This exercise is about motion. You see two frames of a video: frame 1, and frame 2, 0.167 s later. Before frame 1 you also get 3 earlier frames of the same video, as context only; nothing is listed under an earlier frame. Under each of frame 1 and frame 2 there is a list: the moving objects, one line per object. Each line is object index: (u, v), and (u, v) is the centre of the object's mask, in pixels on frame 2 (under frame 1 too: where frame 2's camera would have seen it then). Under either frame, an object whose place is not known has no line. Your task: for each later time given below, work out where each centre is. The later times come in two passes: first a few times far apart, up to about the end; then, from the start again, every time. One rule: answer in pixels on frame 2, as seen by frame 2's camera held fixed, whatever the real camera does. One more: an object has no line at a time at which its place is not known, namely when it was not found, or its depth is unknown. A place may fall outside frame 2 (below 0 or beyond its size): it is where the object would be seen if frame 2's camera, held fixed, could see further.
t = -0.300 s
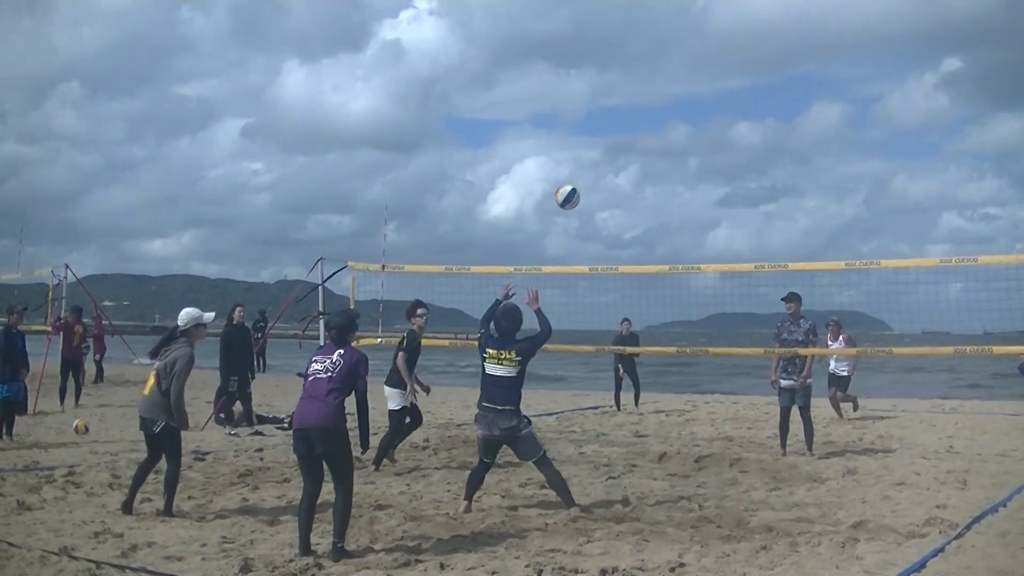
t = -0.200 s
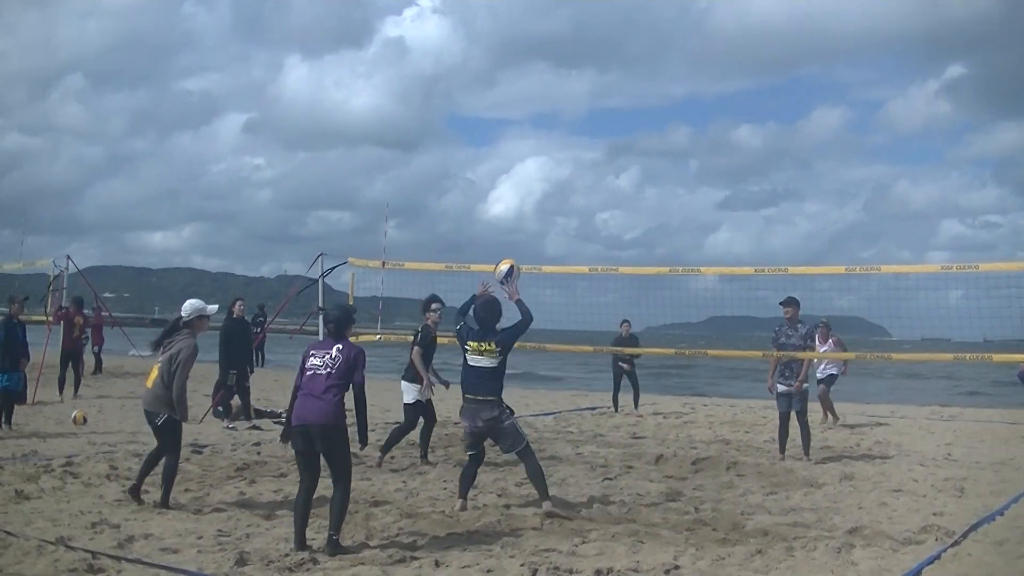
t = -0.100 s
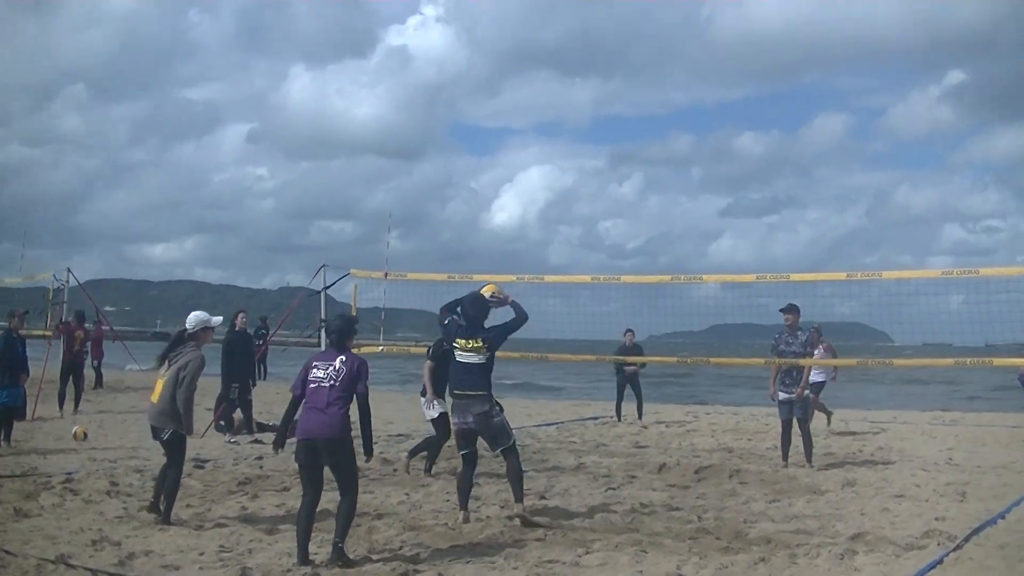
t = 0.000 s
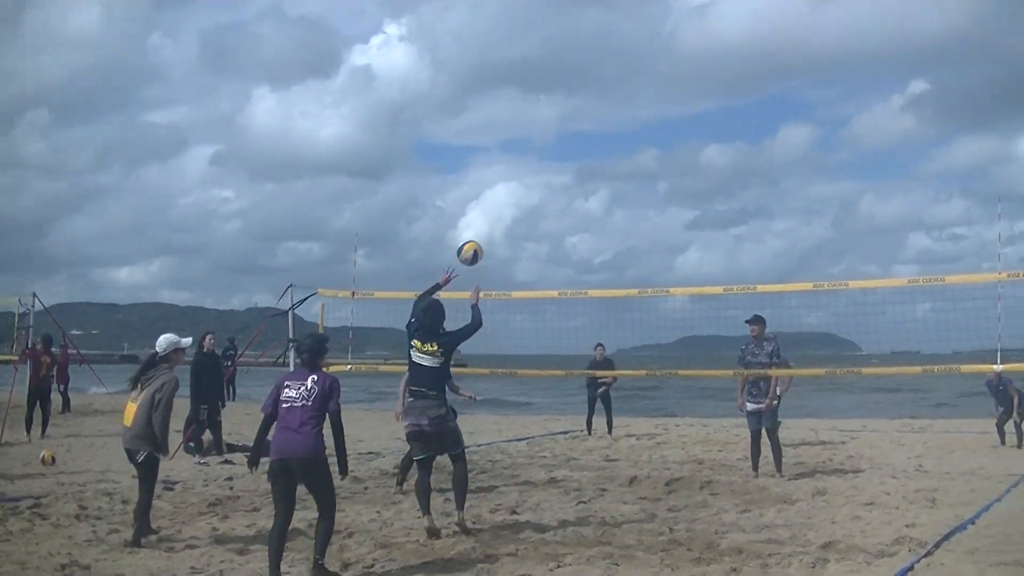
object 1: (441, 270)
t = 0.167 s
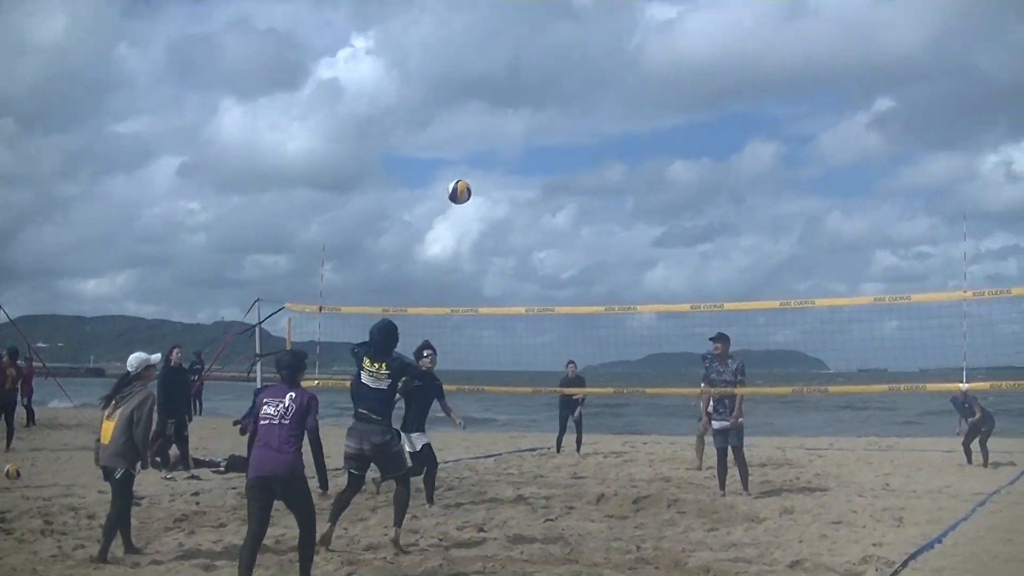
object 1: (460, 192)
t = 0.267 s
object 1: (470, 167)
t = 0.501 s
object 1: (487, 150)
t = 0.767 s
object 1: (486, 192)
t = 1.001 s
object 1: (479, 277)
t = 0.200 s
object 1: (463, 182)
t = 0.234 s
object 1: (467, 174)
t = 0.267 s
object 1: (470, 167)
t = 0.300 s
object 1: (473, 160)
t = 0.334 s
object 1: (476, 156)
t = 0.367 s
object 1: (478, 152)
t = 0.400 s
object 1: (481, 150)
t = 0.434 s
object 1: (484, 149)
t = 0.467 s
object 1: (486, 149)
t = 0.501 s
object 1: (487, 150)
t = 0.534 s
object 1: (487, 150)
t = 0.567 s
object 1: (489, 153)
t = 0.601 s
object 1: (492, 158)
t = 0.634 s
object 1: (493, 163)
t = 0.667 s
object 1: (491, 168)
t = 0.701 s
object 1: (490, 176)
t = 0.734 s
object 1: (488, 183)
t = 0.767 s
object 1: (486, 192)
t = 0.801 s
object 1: (486, 201)
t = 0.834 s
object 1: (484, 211)
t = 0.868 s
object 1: (484, 223)
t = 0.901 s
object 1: (483, 235)
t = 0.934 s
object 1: (483, 248)
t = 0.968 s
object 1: (482, 262)
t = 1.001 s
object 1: (479, 277)
